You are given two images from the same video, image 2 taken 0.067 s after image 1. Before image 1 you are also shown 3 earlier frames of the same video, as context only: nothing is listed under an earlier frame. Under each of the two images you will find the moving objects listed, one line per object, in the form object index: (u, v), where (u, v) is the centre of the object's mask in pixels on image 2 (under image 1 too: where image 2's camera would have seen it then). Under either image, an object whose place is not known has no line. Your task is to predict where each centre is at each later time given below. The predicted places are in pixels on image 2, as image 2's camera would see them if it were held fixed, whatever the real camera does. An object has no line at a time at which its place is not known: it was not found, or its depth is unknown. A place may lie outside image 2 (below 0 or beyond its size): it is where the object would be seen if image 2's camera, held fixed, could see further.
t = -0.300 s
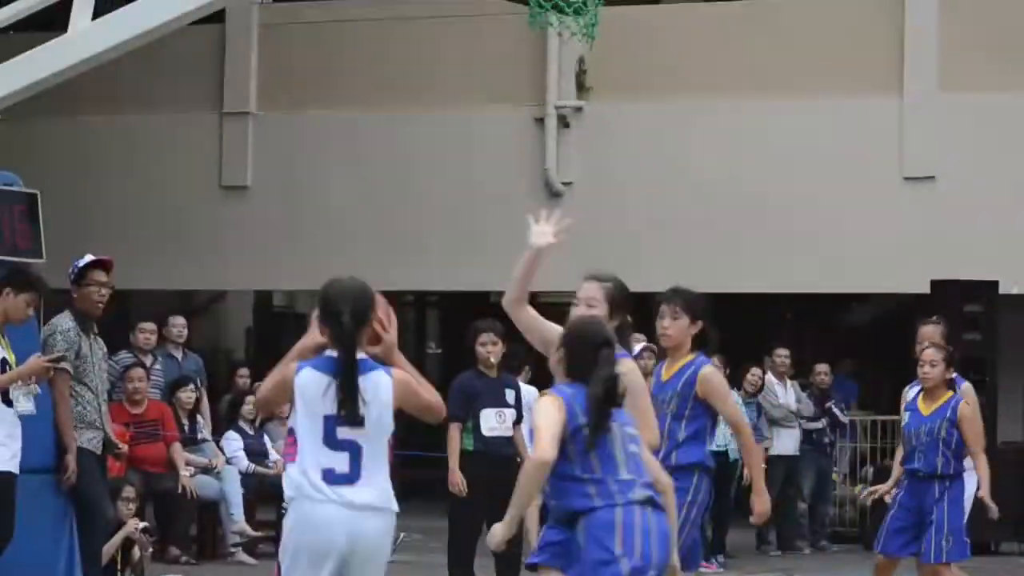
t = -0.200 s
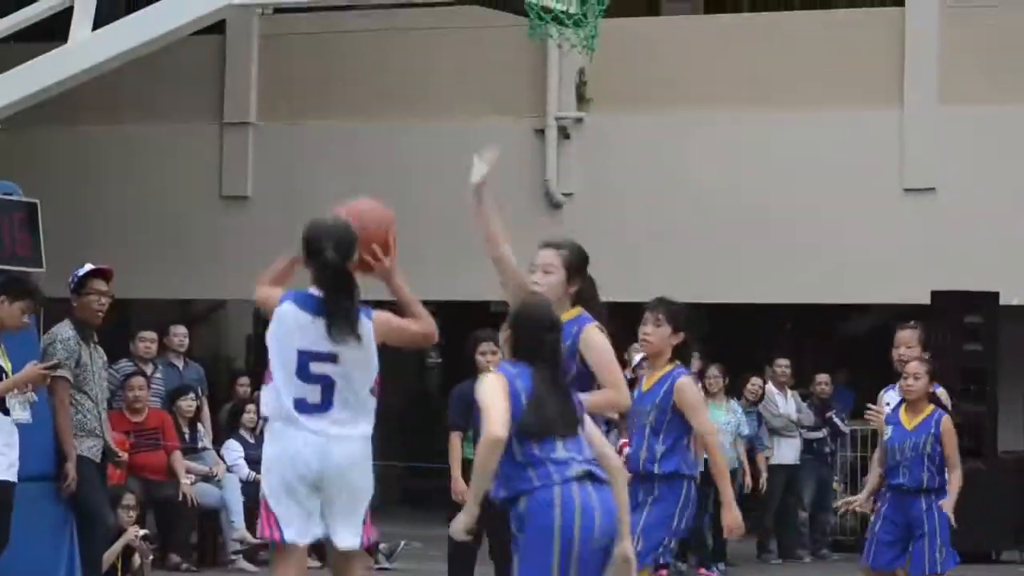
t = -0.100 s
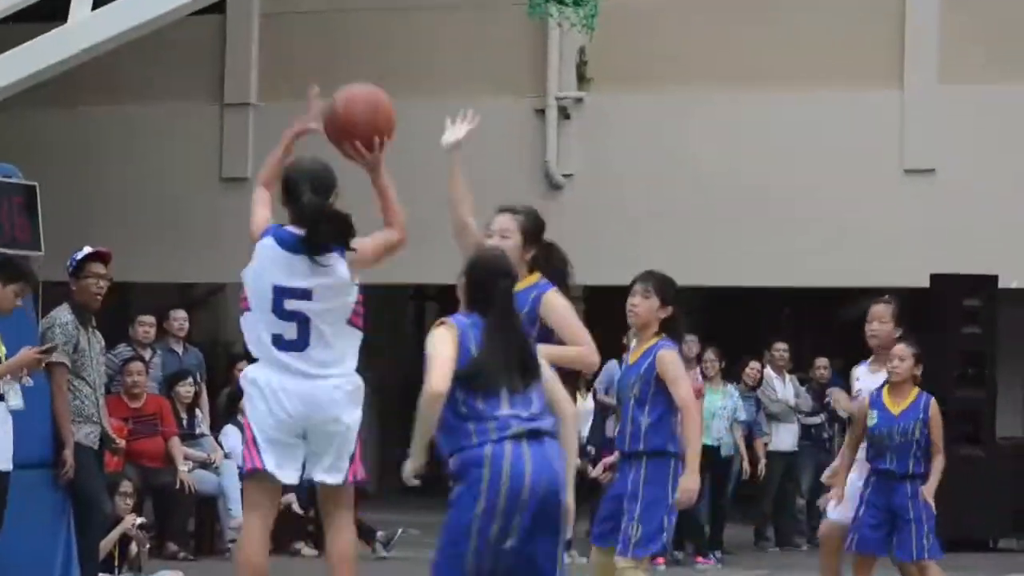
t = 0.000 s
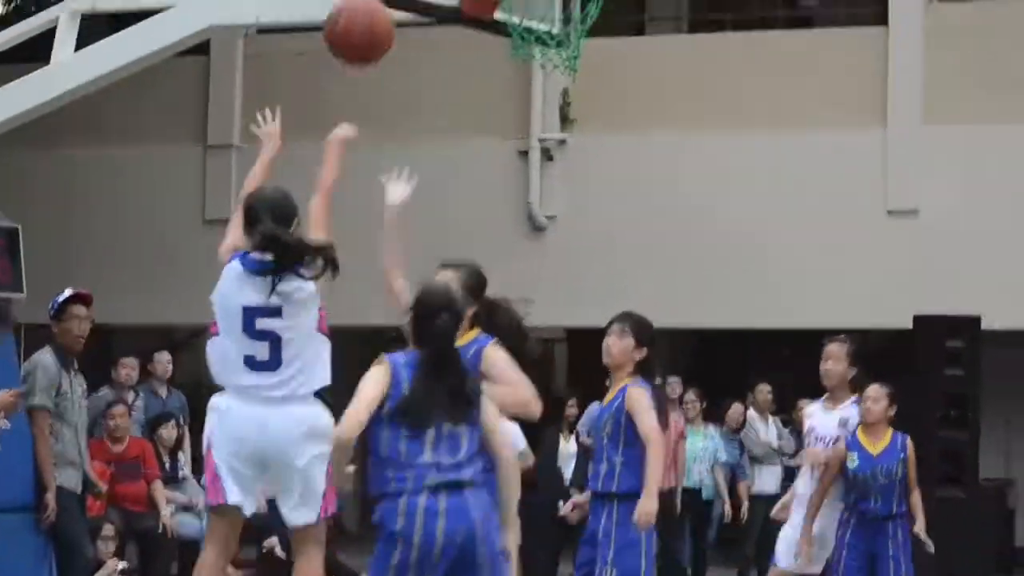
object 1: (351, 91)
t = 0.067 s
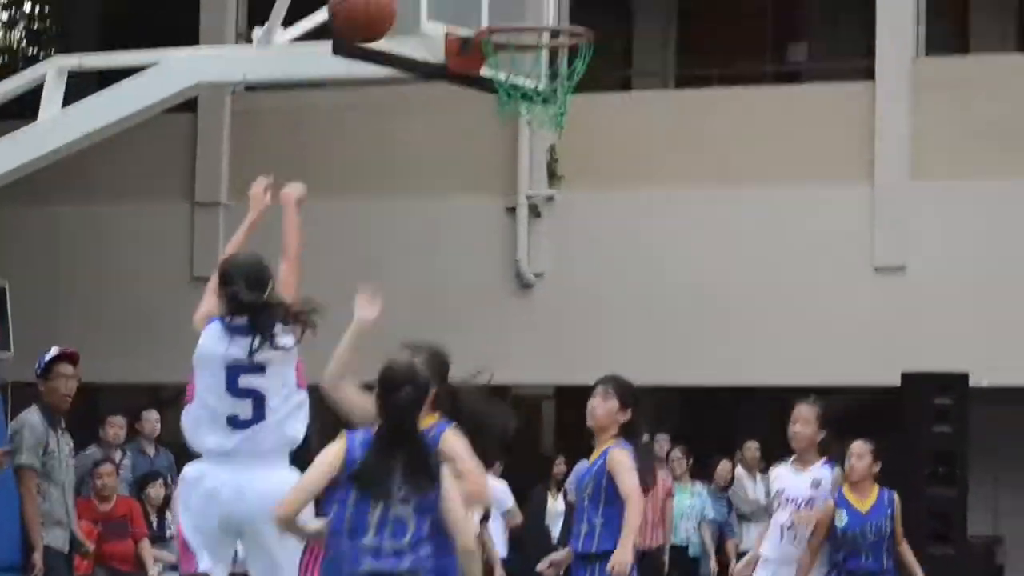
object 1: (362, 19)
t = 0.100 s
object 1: (371, -11)
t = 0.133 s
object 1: (378, -37)
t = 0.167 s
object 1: (383, -61)
